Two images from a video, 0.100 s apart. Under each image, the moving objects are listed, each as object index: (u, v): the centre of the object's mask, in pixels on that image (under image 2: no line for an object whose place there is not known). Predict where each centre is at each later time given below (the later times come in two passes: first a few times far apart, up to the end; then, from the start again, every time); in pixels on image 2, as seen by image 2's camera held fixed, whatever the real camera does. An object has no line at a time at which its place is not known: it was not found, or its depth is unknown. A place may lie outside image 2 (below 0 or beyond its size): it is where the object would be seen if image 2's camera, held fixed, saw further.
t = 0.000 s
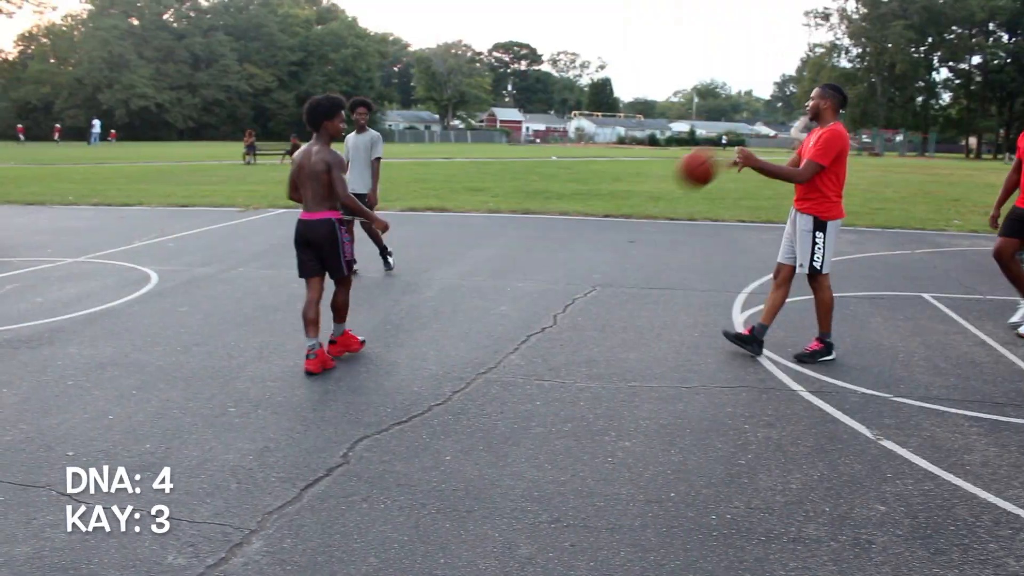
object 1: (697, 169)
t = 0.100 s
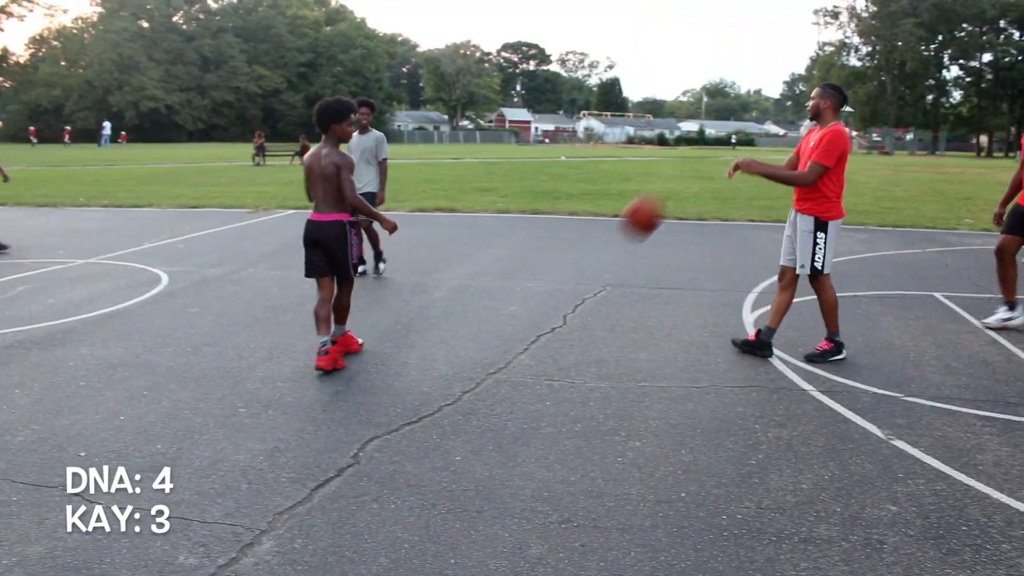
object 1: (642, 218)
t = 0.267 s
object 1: (536, 330)
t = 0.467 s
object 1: (466, 239)
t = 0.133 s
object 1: (620, 238)
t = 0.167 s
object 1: (599, 258)
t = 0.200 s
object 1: (578, 281)
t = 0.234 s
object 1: (557, 305)
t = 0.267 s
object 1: (536, 330)
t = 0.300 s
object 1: (523, 321)
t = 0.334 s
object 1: (512, 302)
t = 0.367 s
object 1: (500, 285)
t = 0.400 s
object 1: (489, 268)
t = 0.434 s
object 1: (477, 253)
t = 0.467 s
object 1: (466, 239)
